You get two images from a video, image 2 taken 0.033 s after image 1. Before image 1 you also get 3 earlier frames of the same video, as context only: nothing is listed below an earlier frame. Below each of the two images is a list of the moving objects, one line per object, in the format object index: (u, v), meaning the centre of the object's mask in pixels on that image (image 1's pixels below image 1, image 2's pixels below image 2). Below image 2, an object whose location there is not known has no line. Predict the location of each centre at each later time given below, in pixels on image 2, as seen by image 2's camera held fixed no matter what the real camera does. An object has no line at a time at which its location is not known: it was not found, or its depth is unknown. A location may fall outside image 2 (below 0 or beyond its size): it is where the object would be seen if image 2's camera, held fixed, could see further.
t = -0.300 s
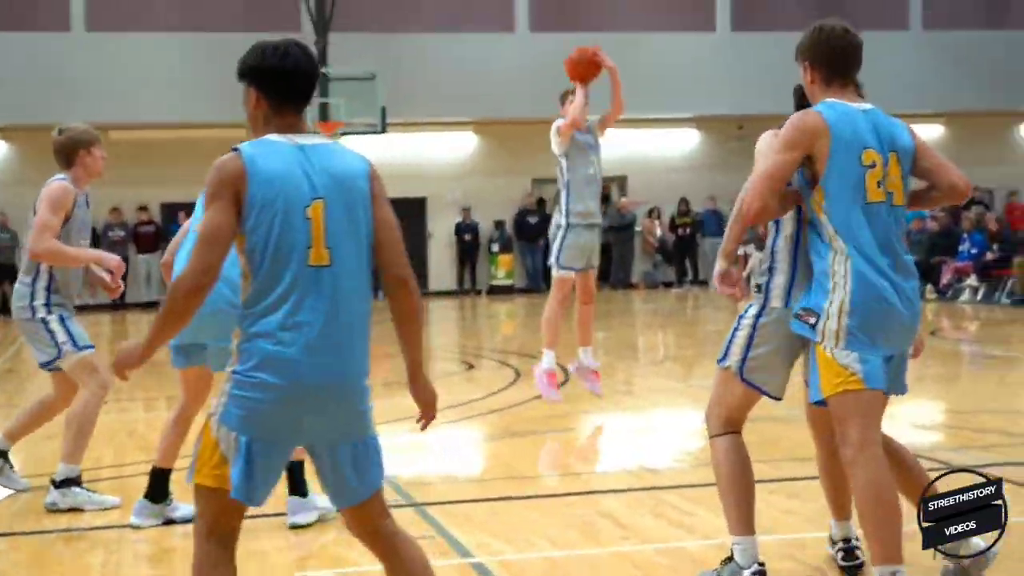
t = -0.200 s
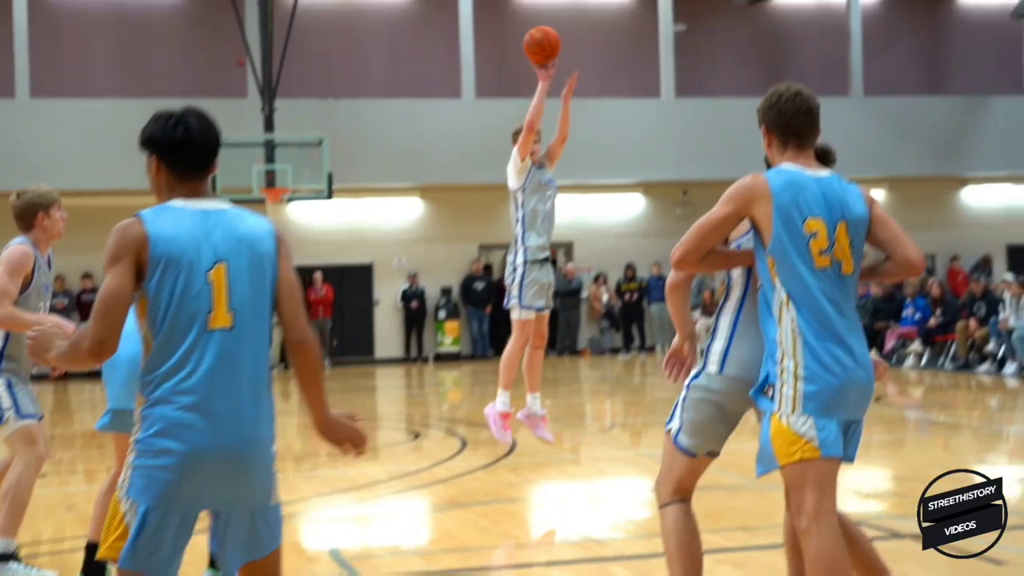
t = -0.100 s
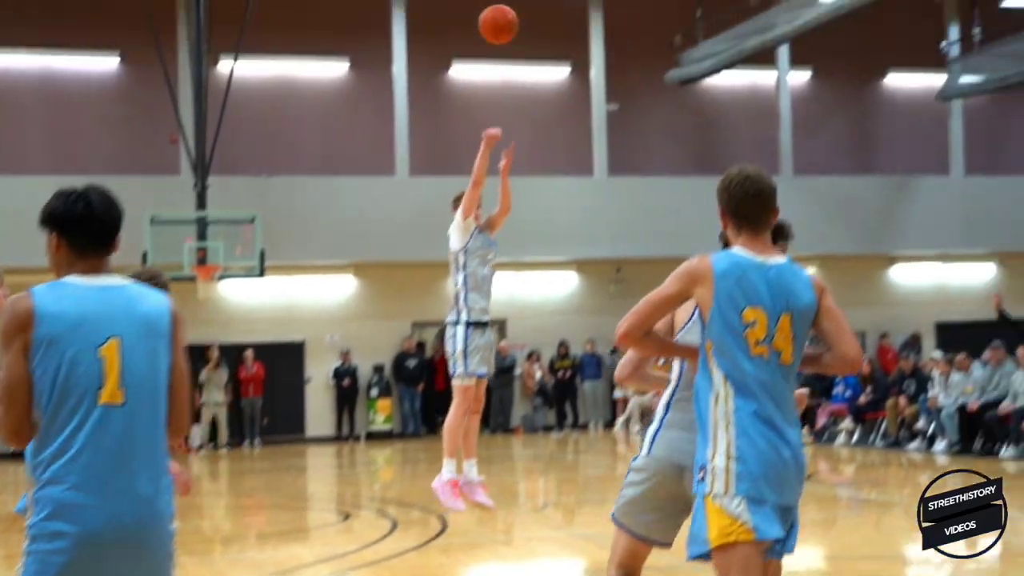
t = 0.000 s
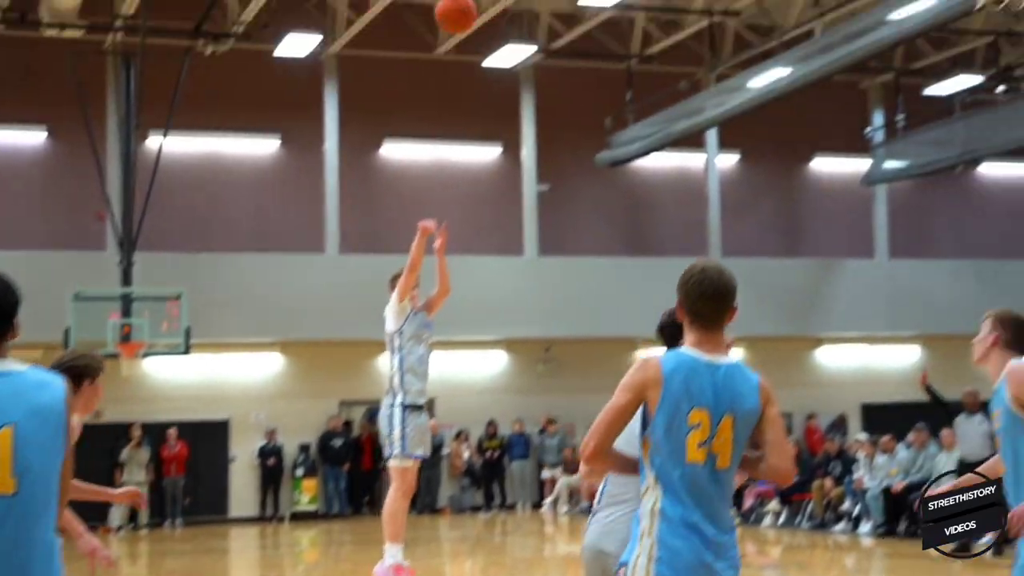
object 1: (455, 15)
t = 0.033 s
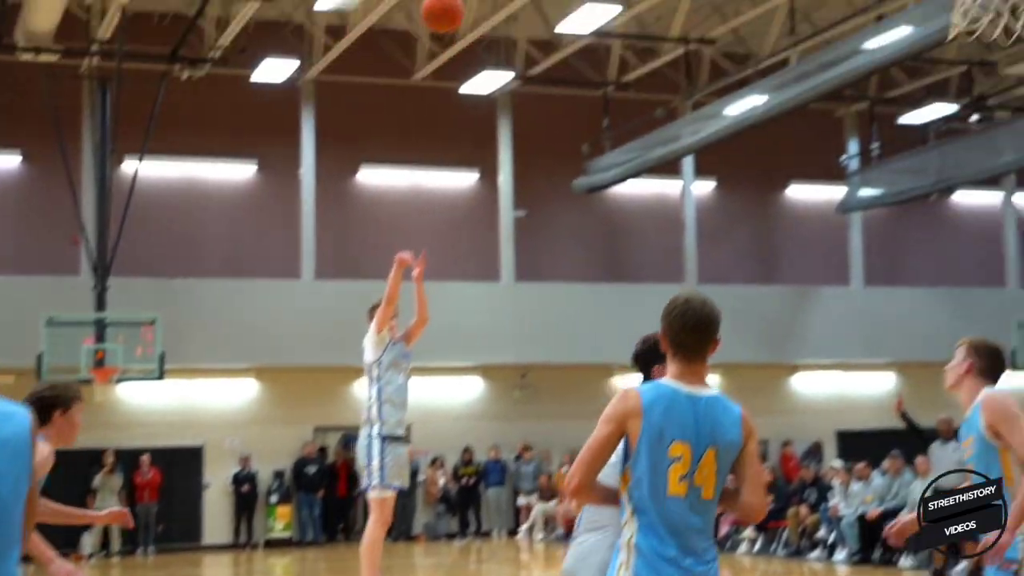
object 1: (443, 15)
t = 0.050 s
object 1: (449, -1)
